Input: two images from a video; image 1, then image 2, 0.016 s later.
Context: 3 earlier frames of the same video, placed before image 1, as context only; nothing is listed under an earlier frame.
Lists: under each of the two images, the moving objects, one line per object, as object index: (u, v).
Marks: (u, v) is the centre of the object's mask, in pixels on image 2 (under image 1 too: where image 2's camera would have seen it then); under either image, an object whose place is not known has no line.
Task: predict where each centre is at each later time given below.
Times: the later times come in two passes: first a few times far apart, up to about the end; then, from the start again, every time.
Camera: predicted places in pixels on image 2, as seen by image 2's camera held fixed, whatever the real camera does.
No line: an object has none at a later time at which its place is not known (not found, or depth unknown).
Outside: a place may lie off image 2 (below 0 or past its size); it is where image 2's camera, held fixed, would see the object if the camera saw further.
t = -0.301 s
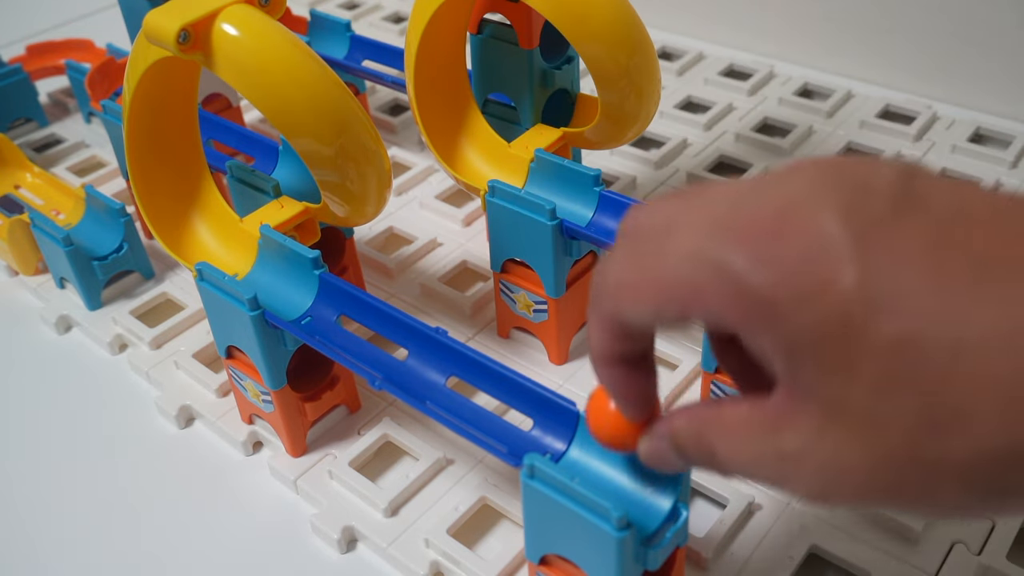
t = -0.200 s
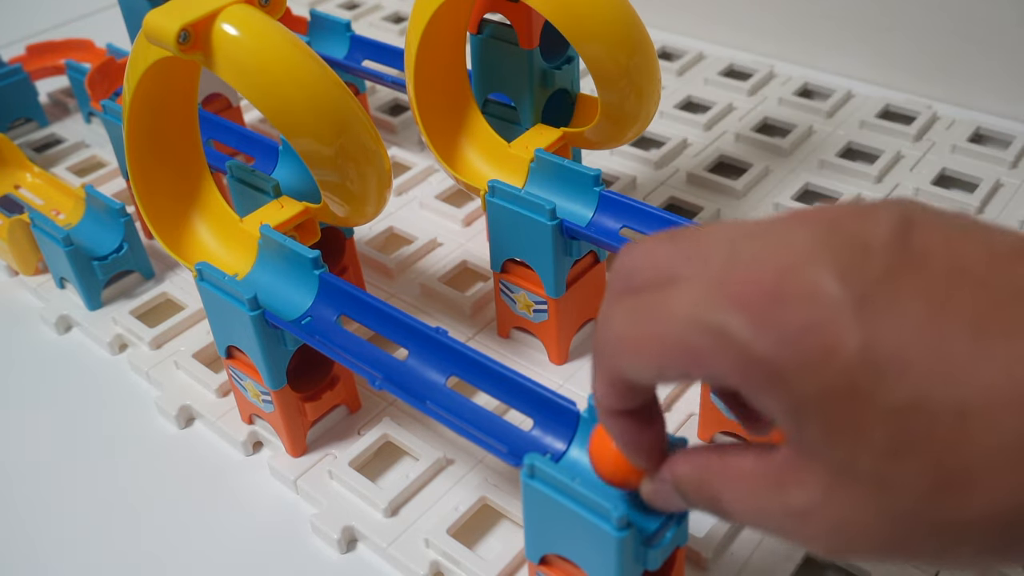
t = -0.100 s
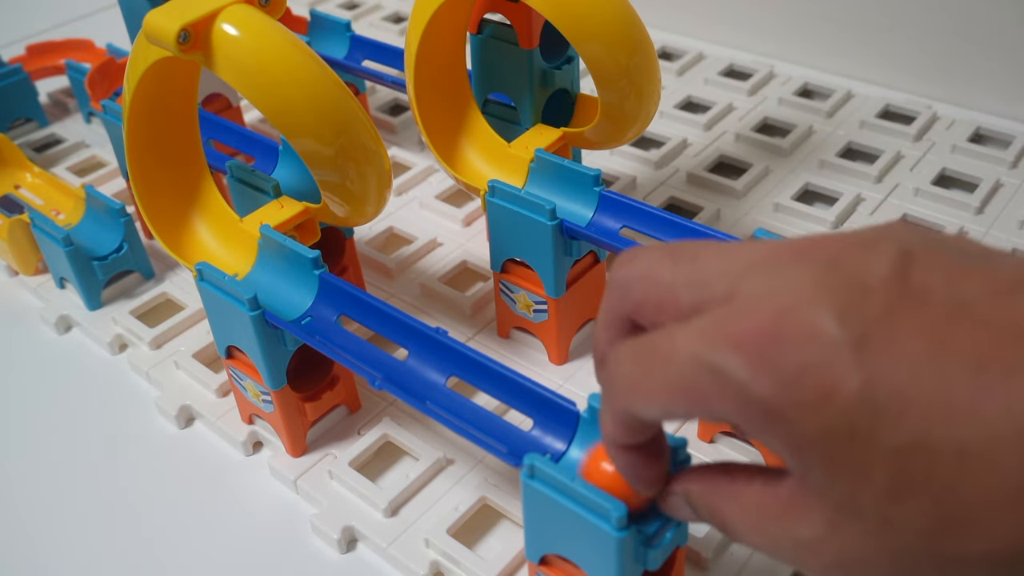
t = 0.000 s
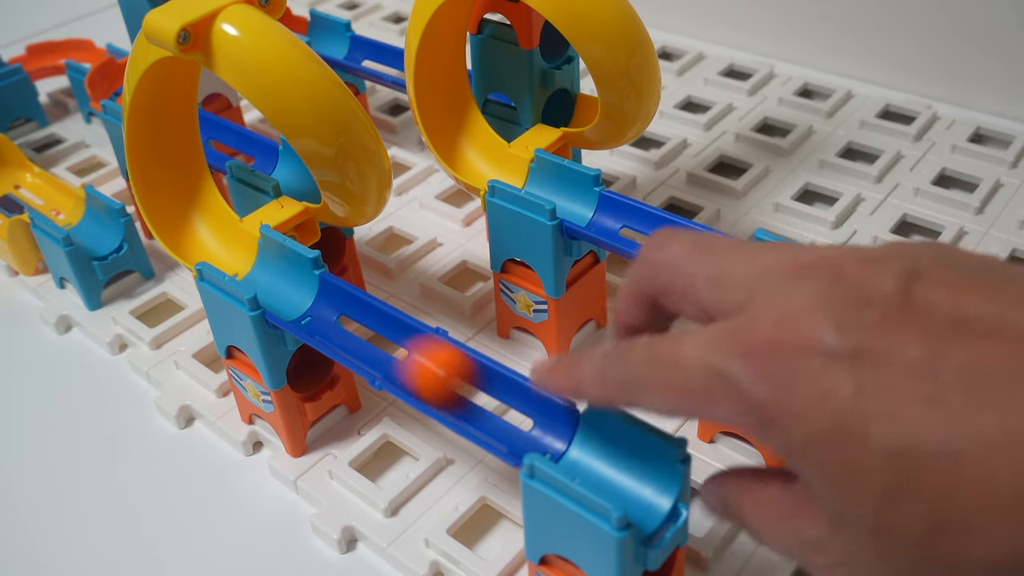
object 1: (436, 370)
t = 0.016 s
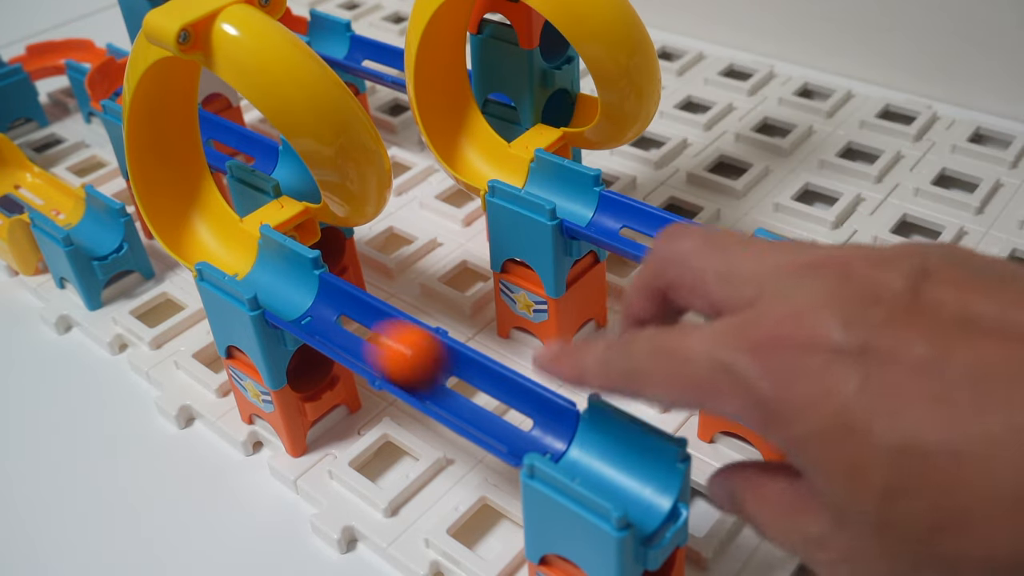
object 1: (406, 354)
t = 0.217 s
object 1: (166, 184)
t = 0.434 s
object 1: (244, 259)
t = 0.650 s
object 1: (369, 334)
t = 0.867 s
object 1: (510, 414)
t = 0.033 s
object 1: (373, 337)
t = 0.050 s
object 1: (345, 323)
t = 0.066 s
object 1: (323, 309)
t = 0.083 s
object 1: (303, 298)
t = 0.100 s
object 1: (283, 285)
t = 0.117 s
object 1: (264, 273)
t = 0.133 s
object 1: (244, 259)
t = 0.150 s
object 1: (227, 250)
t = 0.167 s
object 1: (207, 241)
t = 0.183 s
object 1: (183, 223)
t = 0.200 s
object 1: (172, 200)
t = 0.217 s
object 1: (166, 184)
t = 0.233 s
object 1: (166, 172)
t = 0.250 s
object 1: (158, 162)
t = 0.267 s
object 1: (157, 157)
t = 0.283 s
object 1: (158, 157)
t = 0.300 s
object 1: (161, 159)
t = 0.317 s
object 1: (163, 167)
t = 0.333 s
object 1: (166, 179)
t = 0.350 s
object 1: (169, 196)
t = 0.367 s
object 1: (178, 213)
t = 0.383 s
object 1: (200, 236)
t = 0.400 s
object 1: (216, 246)
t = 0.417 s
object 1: (229, 252)
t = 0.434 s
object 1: (244, 259)
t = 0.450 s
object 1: (257, 266)
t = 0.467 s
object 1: (268, 276)
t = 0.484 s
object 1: (276, 282)
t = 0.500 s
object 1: (286, 289)
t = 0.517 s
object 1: (296, 293)
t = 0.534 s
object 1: (307, 299)
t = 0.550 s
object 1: (314, 304)
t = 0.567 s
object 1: (321, 310)
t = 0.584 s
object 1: (330, 314)
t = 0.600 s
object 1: (340, 319)
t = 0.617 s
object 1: (349, 323)
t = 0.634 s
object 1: (359, 328)
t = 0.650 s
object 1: (369, 334)
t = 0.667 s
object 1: (378, 341)
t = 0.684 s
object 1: (388, 347)
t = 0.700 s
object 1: (398, 352)
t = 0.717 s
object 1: (409, 357)
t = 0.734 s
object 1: (420, 362)
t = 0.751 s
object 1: (430, 369)
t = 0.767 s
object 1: (439, 375)
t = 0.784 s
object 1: (449, 382)
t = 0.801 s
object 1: (461, 388)
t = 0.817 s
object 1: (473, 394)
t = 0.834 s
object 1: (485, 400)
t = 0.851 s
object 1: (497, 406)
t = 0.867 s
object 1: (510, 414)
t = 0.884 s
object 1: (521, 420)
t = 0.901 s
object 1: (533, 426)
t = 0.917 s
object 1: (547, 431)
